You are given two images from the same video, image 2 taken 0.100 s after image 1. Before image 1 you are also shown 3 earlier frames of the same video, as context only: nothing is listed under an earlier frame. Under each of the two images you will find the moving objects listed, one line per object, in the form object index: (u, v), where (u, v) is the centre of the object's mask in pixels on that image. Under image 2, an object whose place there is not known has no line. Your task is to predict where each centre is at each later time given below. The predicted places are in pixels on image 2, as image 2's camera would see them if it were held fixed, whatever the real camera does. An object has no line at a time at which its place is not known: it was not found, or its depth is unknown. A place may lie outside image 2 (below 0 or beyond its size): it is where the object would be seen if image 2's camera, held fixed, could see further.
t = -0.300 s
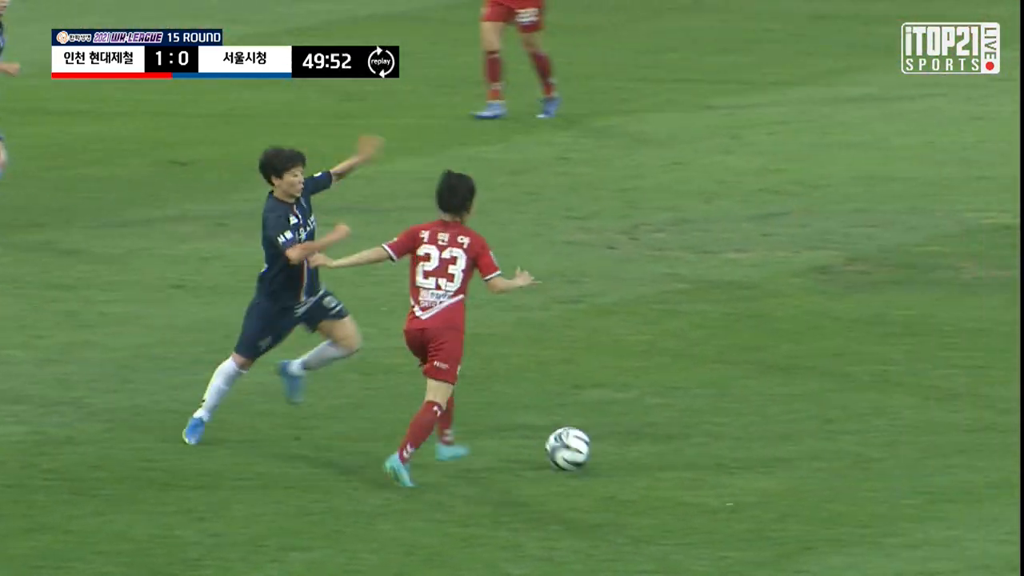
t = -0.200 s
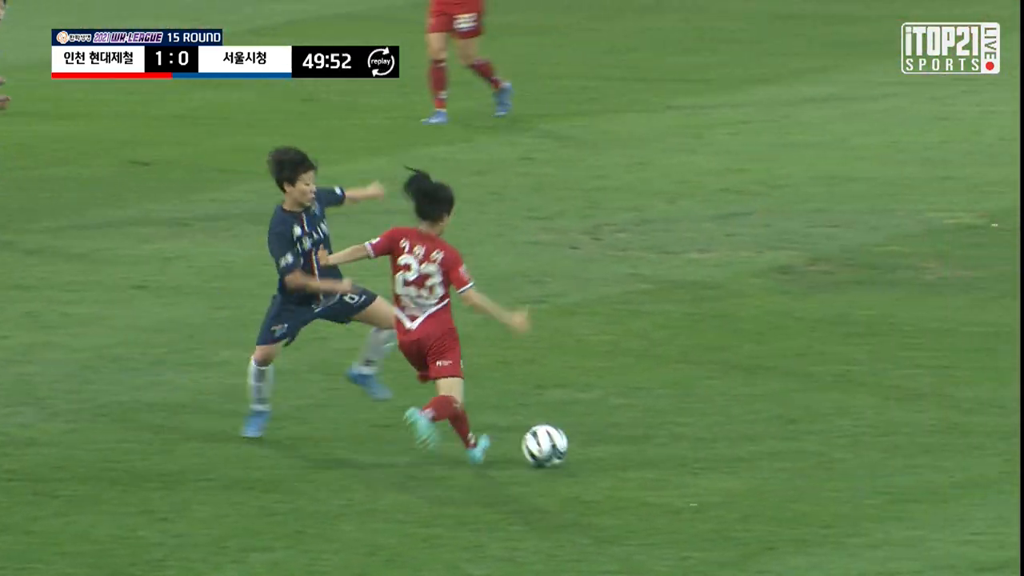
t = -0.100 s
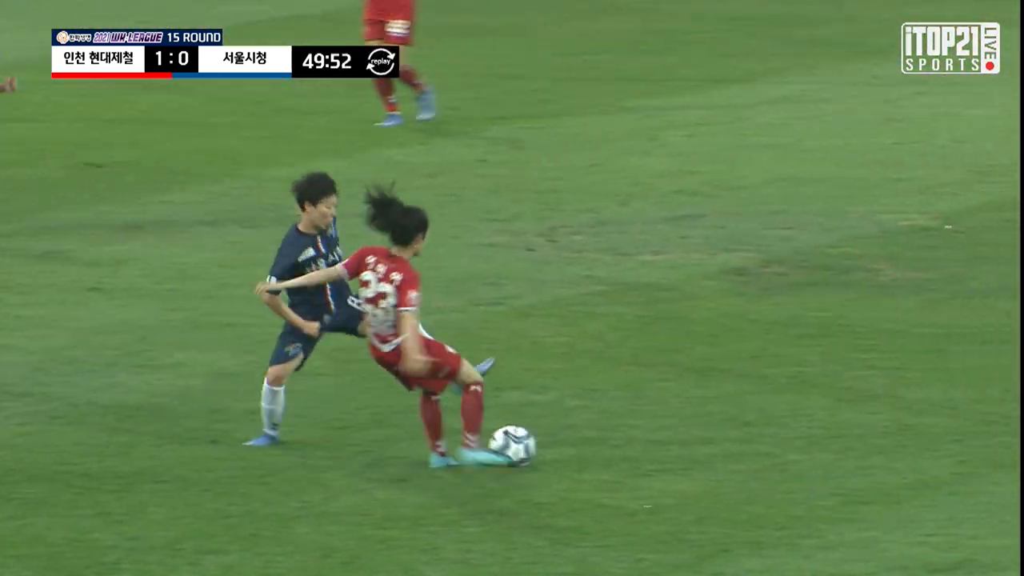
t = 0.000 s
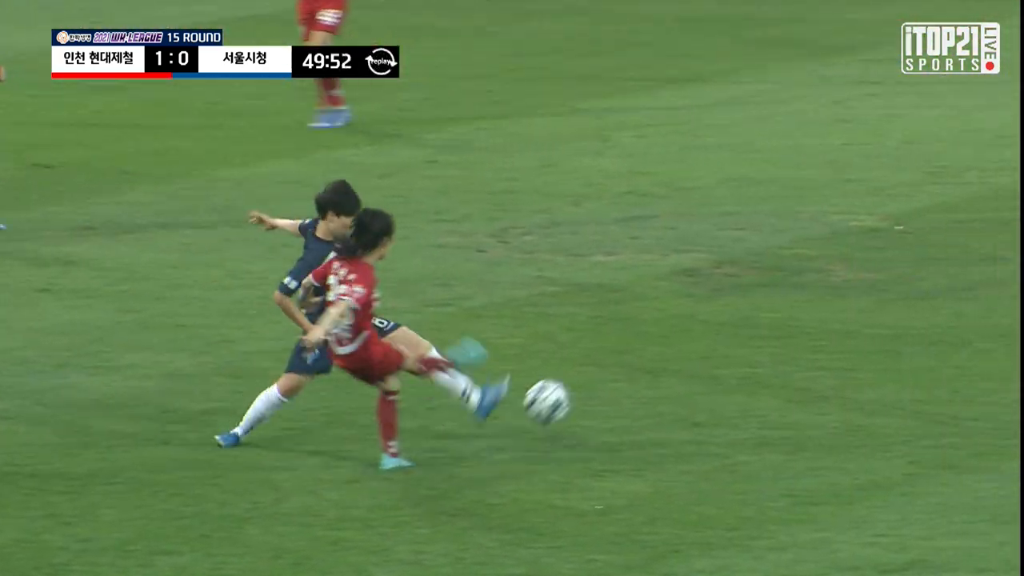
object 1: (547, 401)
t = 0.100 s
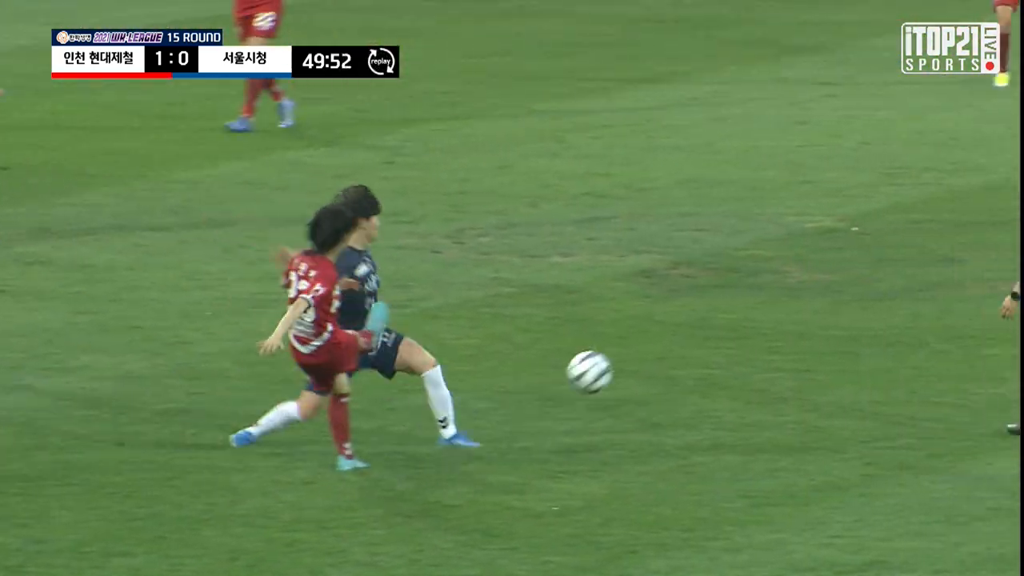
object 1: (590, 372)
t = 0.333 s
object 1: (739, 311)
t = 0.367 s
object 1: (756, 307)
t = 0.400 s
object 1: (772, 304)
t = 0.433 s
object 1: (787, 294)
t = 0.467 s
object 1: (800, 283)
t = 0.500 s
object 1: (814, 273)
